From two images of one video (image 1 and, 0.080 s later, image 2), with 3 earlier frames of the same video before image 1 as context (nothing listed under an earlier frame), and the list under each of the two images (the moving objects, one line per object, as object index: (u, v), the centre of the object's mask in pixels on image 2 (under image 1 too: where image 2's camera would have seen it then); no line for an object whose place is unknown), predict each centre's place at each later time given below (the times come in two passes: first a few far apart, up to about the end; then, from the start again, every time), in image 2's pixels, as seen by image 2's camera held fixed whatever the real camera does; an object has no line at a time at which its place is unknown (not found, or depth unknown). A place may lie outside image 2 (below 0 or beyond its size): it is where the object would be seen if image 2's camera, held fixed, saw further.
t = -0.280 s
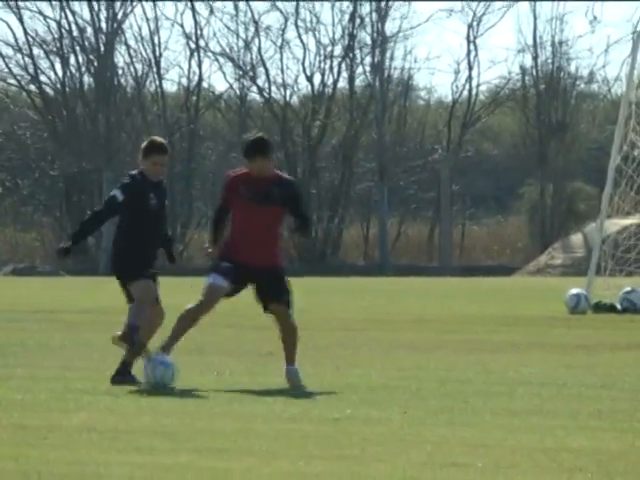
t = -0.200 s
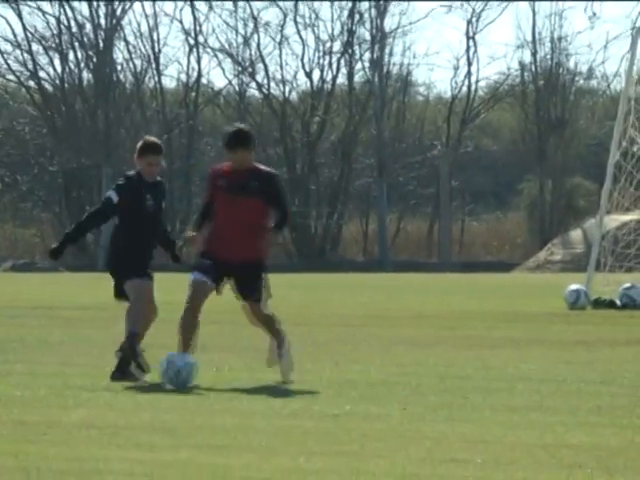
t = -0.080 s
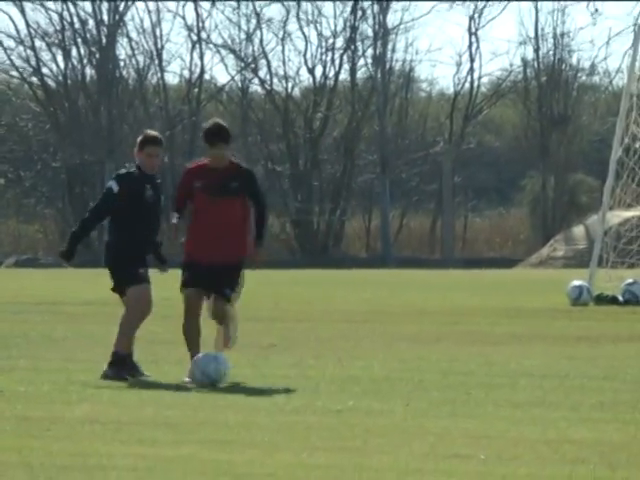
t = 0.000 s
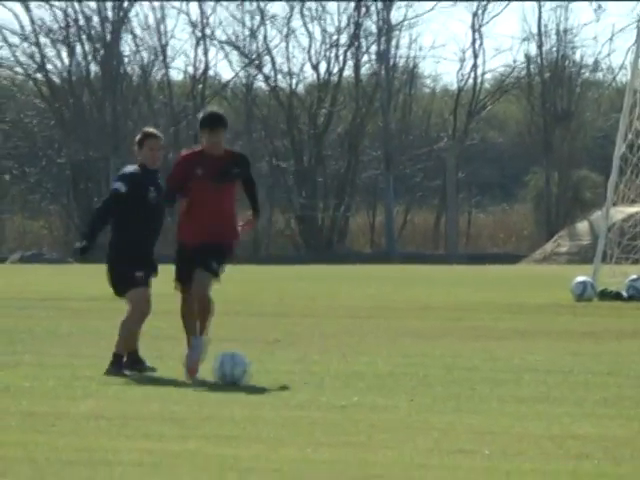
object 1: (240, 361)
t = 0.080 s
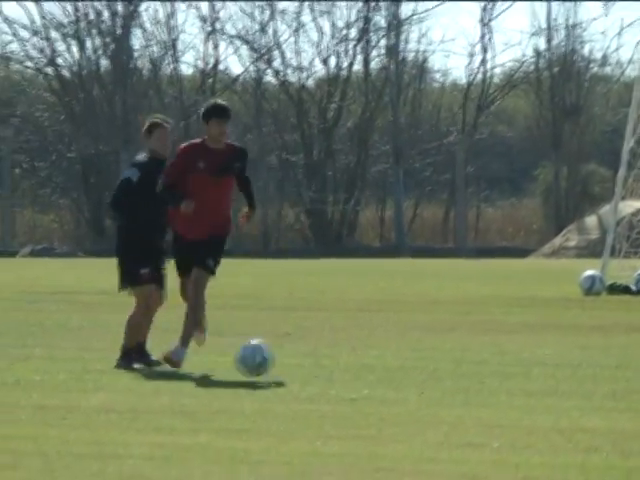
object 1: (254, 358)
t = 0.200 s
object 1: (271, 364)
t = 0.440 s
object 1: (296, 370)
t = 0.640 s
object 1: (318, 375)
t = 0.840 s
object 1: (339, 377)
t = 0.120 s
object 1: (259, 357)
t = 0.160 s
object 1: (265, 360)
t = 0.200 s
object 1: (271, 364)
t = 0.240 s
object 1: (277, 368)
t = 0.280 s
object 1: (280, 364)
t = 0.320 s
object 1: (284, 364)
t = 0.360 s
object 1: (288, 366)
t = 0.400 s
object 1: (292, 370)
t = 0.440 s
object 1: (296, 370)
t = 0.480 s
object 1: (301, 370)
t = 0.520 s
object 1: (304, 372)
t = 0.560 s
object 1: (309, 374)
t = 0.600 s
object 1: (313, 375)
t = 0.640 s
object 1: (318, 375)
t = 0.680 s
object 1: (322, 375)
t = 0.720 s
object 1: (326, 376)
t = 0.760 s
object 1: (331, 378)
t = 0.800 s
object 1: (335, 377)
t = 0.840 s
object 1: (339, 377)
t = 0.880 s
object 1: (344, 380)
